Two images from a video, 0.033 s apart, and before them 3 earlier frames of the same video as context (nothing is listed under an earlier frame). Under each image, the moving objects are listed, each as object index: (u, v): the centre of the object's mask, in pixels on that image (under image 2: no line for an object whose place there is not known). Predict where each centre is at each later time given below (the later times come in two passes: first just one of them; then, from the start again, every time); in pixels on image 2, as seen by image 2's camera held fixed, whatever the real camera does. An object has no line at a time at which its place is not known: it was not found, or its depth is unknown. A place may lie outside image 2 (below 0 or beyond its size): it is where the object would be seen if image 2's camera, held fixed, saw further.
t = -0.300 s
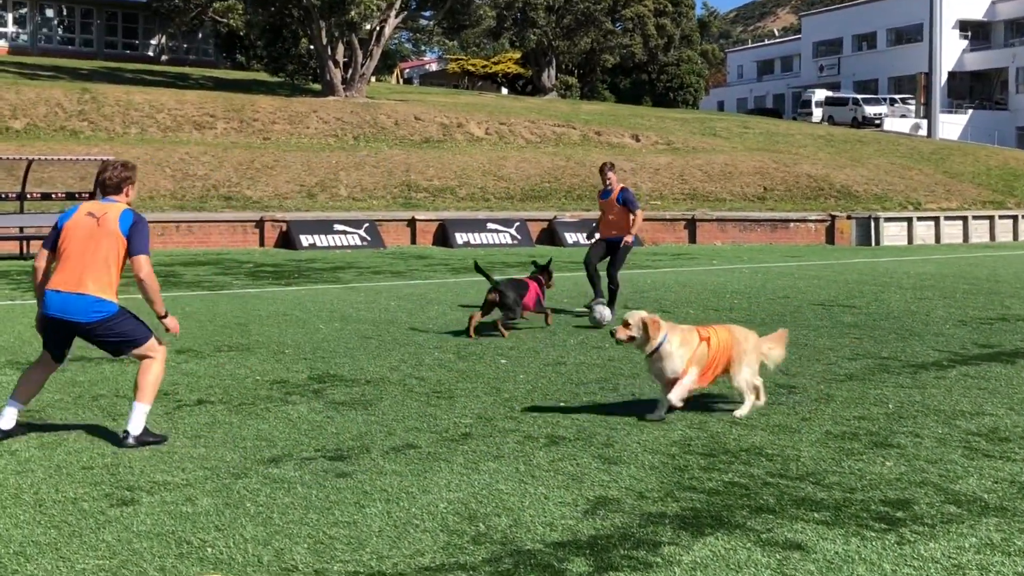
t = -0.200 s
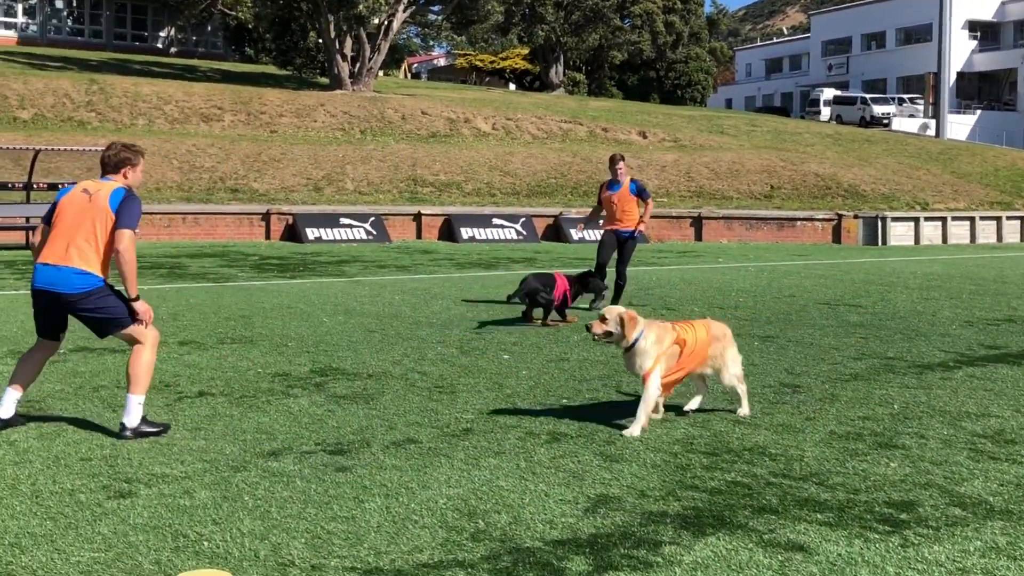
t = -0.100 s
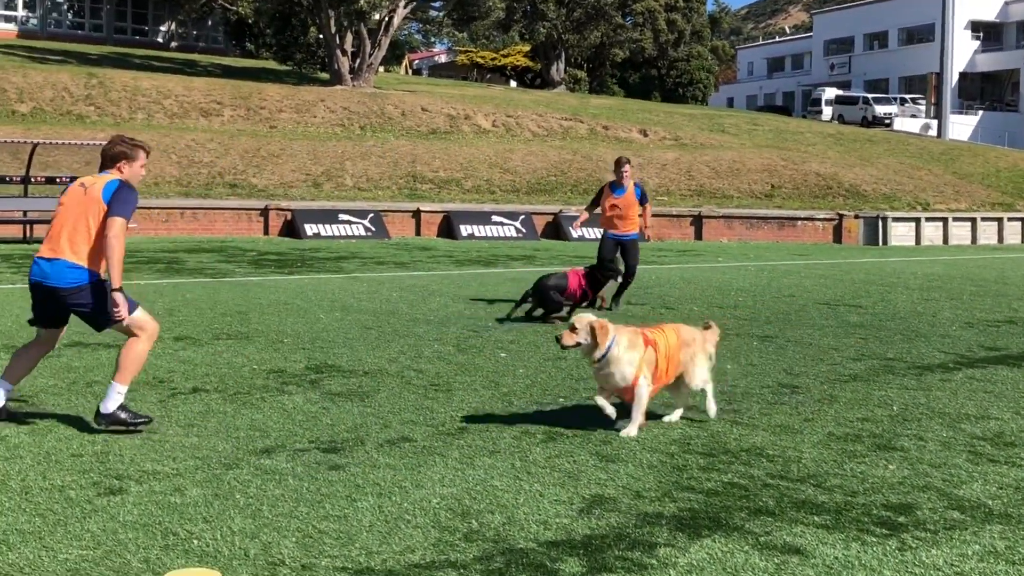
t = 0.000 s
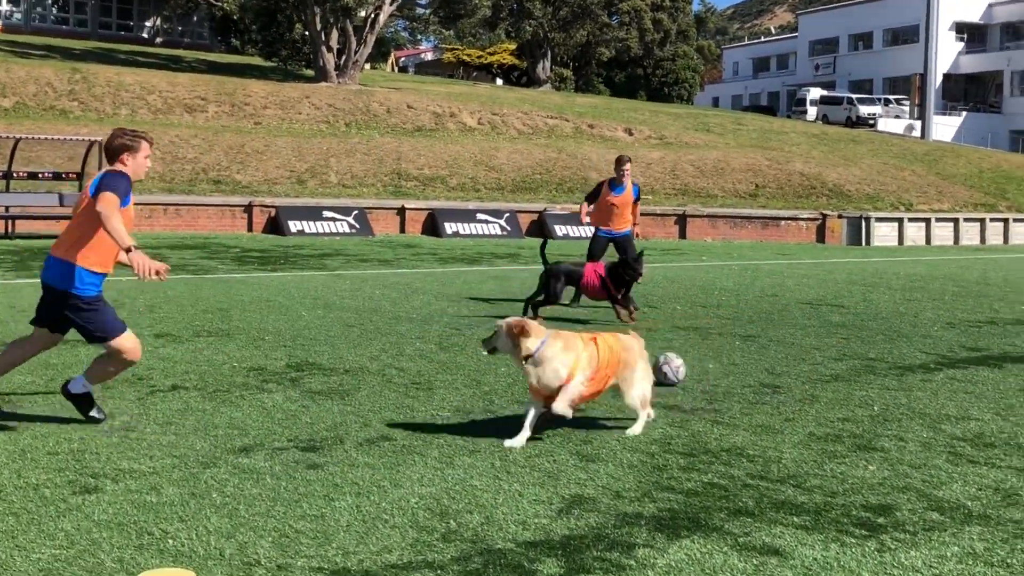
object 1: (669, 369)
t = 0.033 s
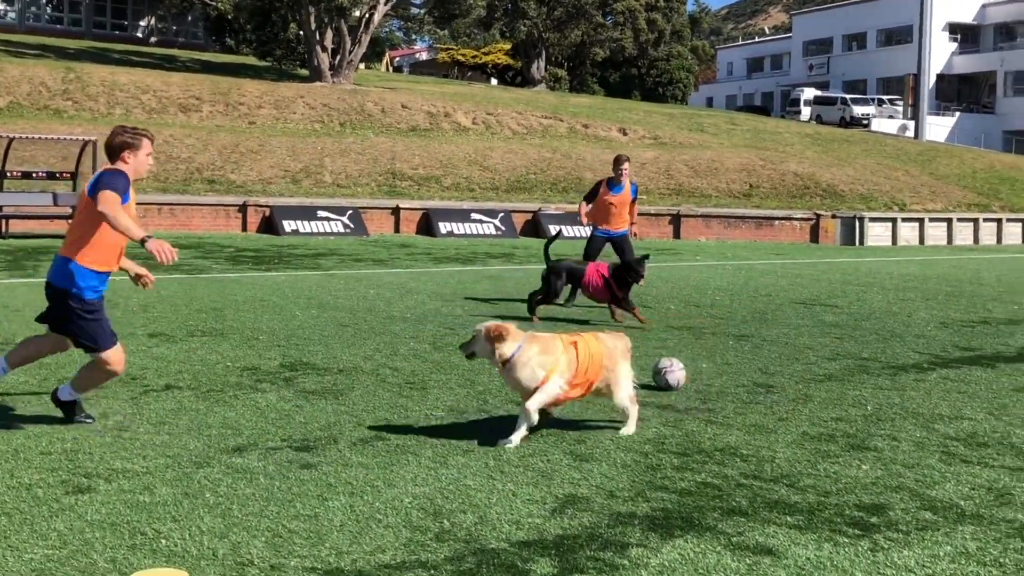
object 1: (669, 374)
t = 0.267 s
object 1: (755, 436)
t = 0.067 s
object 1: (682, 383)
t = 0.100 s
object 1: (689, 390)
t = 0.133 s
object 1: (704, 400)
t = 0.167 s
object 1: (712, 406)
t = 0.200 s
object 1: (728, 417)
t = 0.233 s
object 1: (737, 425)
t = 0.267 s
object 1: (755, 436)
